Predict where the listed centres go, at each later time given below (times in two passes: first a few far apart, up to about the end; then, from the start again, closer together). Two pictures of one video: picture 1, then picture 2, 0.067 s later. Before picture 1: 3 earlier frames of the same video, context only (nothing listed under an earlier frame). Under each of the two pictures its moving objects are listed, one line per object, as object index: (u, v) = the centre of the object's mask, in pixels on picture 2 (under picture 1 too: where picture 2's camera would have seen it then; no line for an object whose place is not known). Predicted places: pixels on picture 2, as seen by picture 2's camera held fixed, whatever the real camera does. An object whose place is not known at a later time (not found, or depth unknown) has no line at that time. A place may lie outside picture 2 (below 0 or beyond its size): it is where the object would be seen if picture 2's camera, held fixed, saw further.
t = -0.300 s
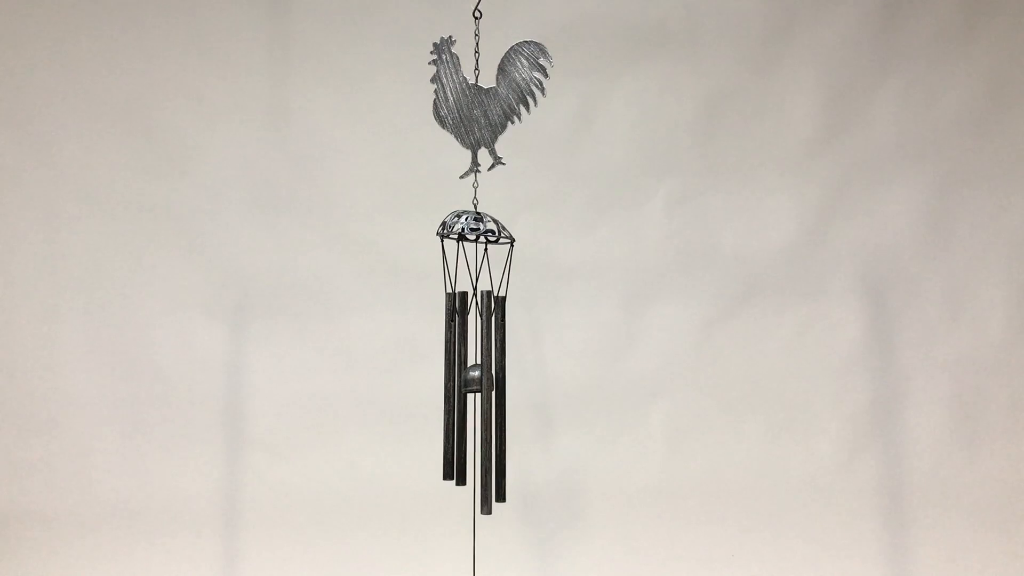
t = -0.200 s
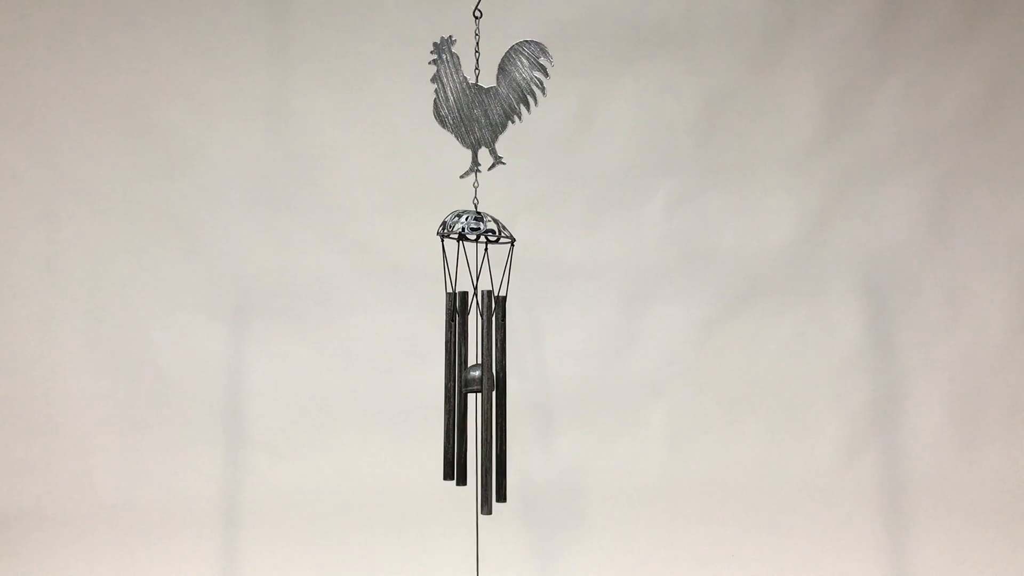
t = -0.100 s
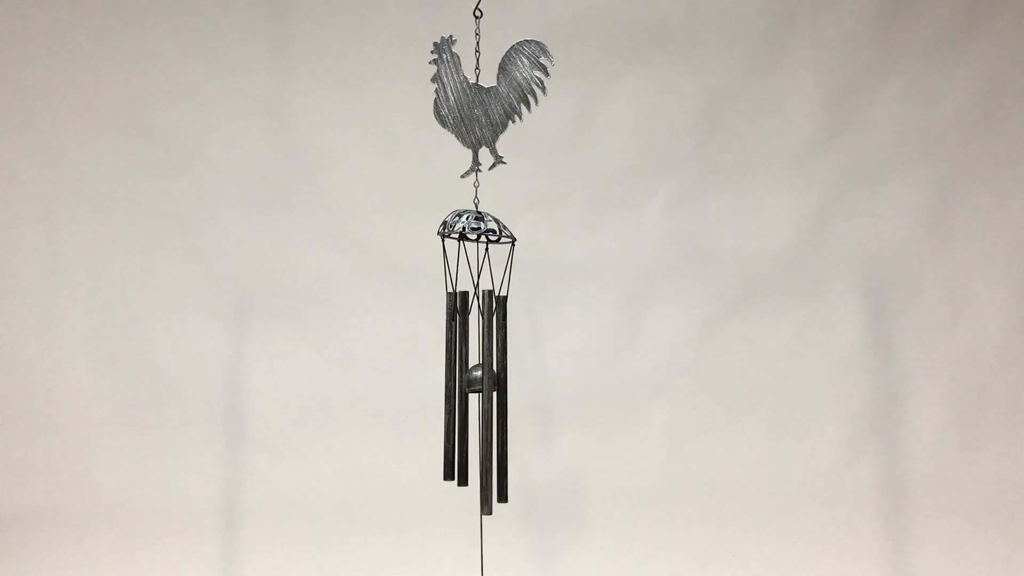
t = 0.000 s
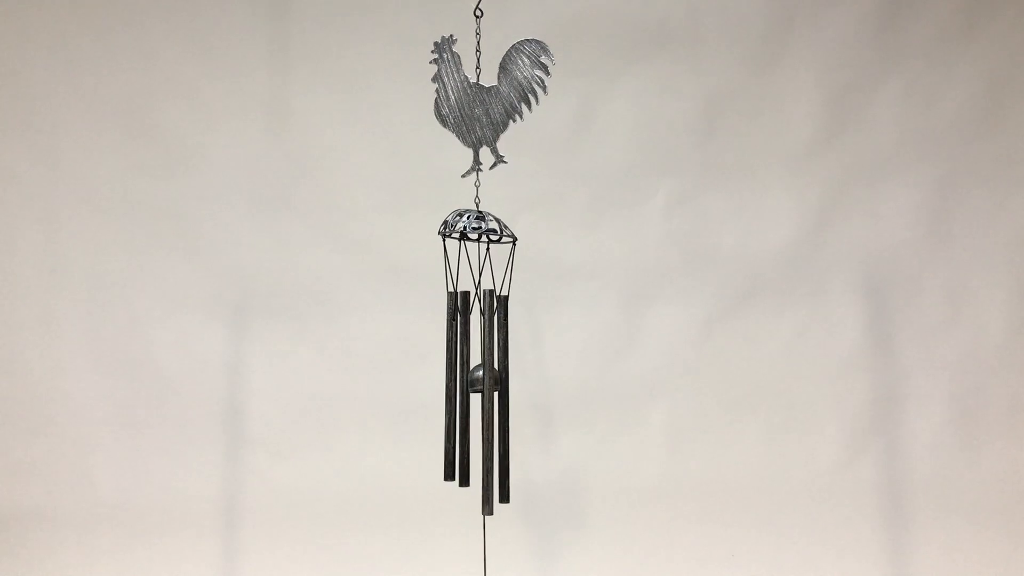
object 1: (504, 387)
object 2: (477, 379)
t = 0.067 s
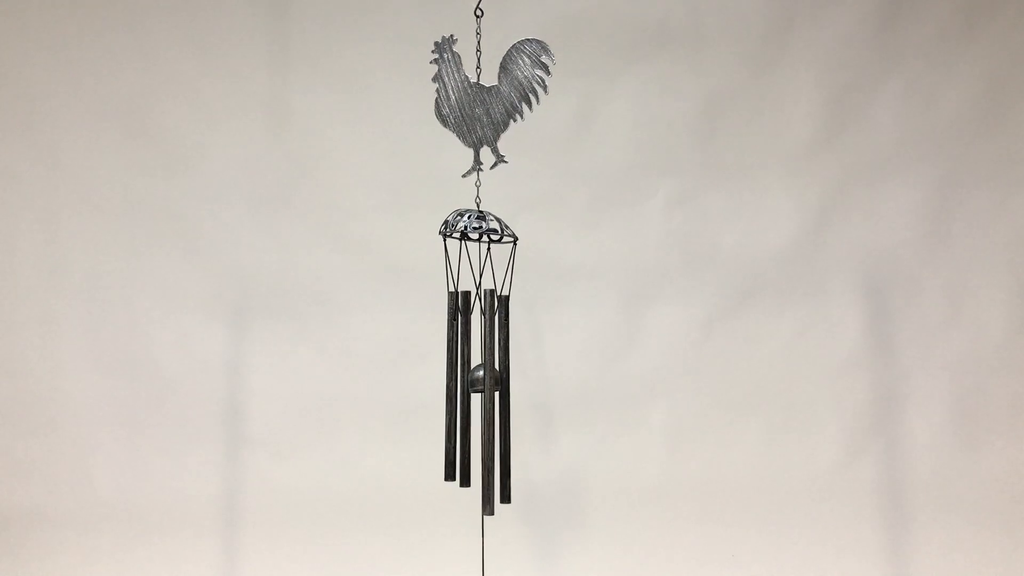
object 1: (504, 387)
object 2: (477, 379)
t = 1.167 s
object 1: (506, 387)
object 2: (476, 379)
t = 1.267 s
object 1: (506, 386)
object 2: (473, 379)
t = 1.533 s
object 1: (507, 389)
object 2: (470, 379)
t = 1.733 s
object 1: (505, 389)
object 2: (489, 378)
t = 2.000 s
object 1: (508, 386)
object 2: (488, 379)
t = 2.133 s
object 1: (508, 388)
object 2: (486, 379)
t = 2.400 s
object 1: (504, 392)
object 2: (485, 378)
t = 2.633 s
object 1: (504, 388)
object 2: (485, 379)
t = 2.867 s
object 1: (504, 401)
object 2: (482, 379)
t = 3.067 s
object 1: (500, 397)
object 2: (480, 378)
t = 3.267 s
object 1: (486, 403)
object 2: (472, 378)
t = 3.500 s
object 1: (489, 401)
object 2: (474, 378)
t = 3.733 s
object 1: (487, 403)
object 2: (477, 380)
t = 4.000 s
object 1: (486, 401)
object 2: (472, 379)
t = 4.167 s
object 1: (477, 400)
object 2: (466, 378)
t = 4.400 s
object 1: (475, 401)
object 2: (489, 378)
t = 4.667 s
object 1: (468, 401)
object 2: (487, 378)
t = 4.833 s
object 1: (469, 398)
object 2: (489, 378)
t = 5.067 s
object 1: (471, 399)
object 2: (487, 379)
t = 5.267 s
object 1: (470, 401)
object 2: (484, 377)
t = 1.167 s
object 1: (506, 387)
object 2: (476, 379)
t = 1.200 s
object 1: (506, 386)
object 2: (475, 379)
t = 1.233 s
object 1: (506, 386)
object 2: (474, 379)
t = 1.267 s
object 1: (506, 386)
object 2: (473, 379)
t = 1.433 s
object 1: (507, 387)
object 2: (472, 379)
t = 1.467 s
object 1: (507, 387)
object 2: (472, 379)
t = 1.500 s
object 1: (507, 387)
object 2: (472, 380)
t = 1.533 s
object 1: (507, 389)
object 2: (470, 379)
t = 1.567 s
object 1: (507, 388)
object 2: (469, 379)
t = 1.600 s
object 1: (507, 387)
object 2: (468, 379)
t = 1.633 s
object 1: (507, 386)
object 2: (488, 379)
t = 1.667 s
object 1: (507, 389)
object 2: (489, 379)
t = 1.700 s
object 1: (506, 387)
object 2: (489, 378)
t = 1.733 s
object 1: (505, 389)
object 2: (489, 378)
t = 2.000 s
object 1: (508, 386)
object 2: (488, 379)
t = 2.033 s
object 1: (508, 385)
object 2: (487, 379)
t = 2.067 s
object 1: (508, 385)
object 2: (486, 379)
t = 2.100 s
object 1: (508, 385)
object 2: (485, 379)
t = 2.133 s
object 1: (508, 388)
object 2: (486, 379)
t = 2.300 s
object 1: (505, 390)
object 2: (485, 378)
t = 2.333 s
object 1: (505, 391)
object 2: (486, 378)
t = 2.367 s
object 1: (504, 392)
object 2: (485, 378)
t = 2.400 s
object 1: (504, 392)
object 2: (485, 378)
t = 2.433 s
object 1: (504, 391)
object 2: (485, 378)
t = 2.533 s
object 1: (504, 389)
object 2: (484, 378)
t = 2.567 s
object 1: (504, 391)
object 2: (484, 378)
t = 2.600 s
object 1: (504, 385)
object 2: (485, 379)
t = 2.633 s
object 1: (504, 388)
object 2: (485, 379)
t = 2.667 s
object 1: (504, 386)
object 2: (485, 378)
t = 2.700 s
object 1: (504, 385)
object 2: (484, 379)
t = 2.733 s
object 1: (504, 385)
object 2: (484, 379)
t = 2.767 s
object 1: (504, 387)
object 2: (483, 379)
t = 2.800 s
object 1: (504, 401)
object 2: (483, 378)
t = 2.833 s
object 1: (504, 401)
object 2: (483, 378)
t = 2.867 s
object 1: (504, 401)
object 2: (482, 379)
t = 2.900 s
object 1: (504, 400)
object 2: (481, 378)
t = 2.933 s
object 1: (503, 400)
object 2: (481, 378)
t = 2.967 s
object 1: (502, 400)
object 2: (481, 379)
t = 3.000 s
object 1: (502, 398)
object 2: (481, 379)
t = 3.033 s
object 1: (501, 398)
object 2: (481, 378)
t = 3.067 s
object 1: (500, 397)
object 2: (480, 378)
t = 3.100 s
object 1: (497, 398)
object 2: (478, 378)
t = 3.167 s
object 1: (491, 403)
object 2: (476, 378)
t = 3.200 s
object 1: (489, 403)
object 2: (475, 378)
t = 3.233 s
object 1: (487, 403)
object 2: (473, 379)
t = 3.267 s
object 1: (486, 403)
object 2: (472, 378)
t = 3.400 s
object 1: (487, 402)
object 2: (473, 378)
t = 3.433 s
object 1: (488, 402)
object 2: (474, 378)
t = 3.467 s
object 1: (489, 402)
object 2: (474, 378)
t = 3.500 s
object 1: (489, 401)
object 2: (474, 378)
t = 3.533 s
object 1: (489, 401)
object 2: (474, 378)
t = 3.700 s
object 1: (488, 404)
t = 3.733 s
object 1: (487, 403)
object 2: (477, 380)
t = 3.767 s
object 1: (487, 402)
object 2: (475, 379)
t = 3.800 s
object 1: (486, 402)
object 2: (472, 379)
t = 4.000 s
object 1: (486, 401)
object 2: (472, 379)
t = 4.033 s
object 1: (485, 401)
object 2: (471, 379)
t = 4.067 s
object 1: (484, 400)
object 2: (471, 378)
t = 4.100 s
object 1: (482, 400)
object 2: (469, 378)
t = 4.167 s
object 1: (477, 400)
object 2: (466, 378)
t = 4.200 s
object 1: (476, 399)
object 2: (466, 377)
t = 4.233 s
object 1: (475, 399)
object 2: (465, 378)
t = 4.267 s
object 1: (474, 402)
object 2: (465, 379)
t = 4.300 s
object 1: (474, 402)
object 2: (465, 379)
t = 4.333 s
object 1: (474, 402)
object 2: (486, 379)
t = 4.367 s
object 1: (475, 403)
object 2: (488, 379)
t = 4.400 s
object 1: (475, 401)
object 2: (489, 378)
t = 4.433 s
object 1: (475, 400)
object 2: (488, 378)
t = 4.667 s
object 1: (468, 401)
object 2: (487, 378)
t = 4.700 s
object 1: (468, 402)
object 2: (487, 378)
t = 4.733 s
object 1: (468, 401)
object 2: (488, 378)
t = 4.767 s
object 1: (468, 401)
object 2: (489, 378)
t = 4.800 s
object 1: (469, 399)
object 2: (490, 378)
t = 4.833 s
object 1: (469, 398)
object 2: (489, 378)
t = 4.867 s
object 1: (470, 395)
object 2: (489, 378)
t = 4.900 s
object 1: (469, 396)
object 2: (488, 378)
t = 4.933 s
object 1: (469, 396)
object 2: (486, 378)
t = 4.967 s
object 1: (469, 398)
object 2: (485, 378)
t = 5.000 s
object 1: (471, 397)
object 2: (487, 378)
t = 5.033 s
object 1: (471, 397)
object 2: (487, 378)
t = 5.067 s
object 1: (471, 399)
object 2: (487, 379)
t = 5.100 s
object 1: (472, 399)
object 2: (487, 379)
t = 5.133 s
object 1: (472, 400)
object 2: (487, 378)
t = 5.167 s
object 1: (471, 400)
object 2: (486, 378)
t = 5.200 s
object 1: (470, 400)
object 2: (485, 378)
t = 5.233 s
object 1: (470, 401)
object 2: (484, 378)
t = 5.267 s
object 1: (470, 401)
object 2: (484, 377)
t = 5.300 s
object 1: (468, 401)
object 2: (482, 377)
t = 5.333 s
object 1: (466, 401)
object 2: (480, 377)
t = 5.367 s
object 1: (465, 401)
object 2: (480, 377)
